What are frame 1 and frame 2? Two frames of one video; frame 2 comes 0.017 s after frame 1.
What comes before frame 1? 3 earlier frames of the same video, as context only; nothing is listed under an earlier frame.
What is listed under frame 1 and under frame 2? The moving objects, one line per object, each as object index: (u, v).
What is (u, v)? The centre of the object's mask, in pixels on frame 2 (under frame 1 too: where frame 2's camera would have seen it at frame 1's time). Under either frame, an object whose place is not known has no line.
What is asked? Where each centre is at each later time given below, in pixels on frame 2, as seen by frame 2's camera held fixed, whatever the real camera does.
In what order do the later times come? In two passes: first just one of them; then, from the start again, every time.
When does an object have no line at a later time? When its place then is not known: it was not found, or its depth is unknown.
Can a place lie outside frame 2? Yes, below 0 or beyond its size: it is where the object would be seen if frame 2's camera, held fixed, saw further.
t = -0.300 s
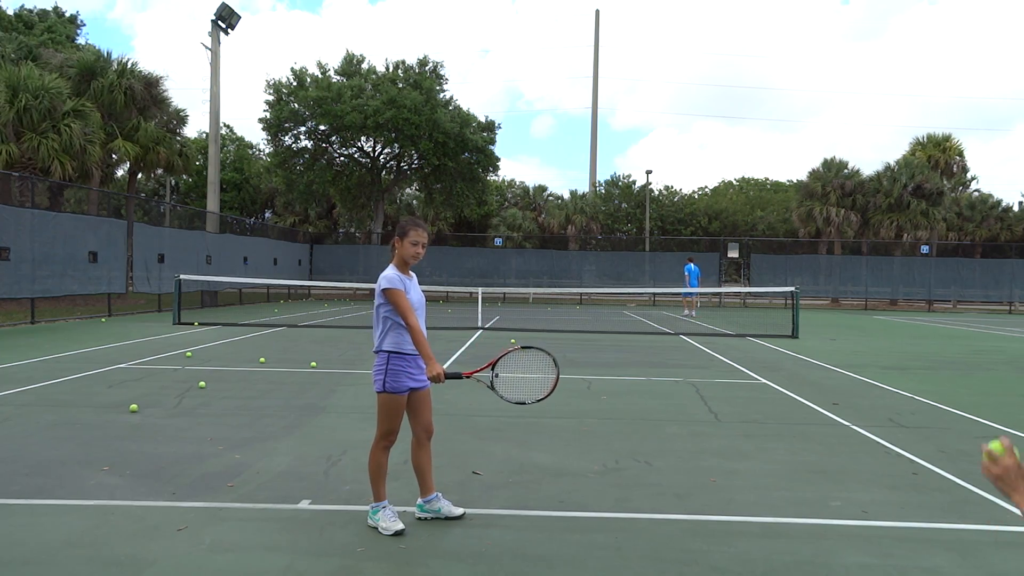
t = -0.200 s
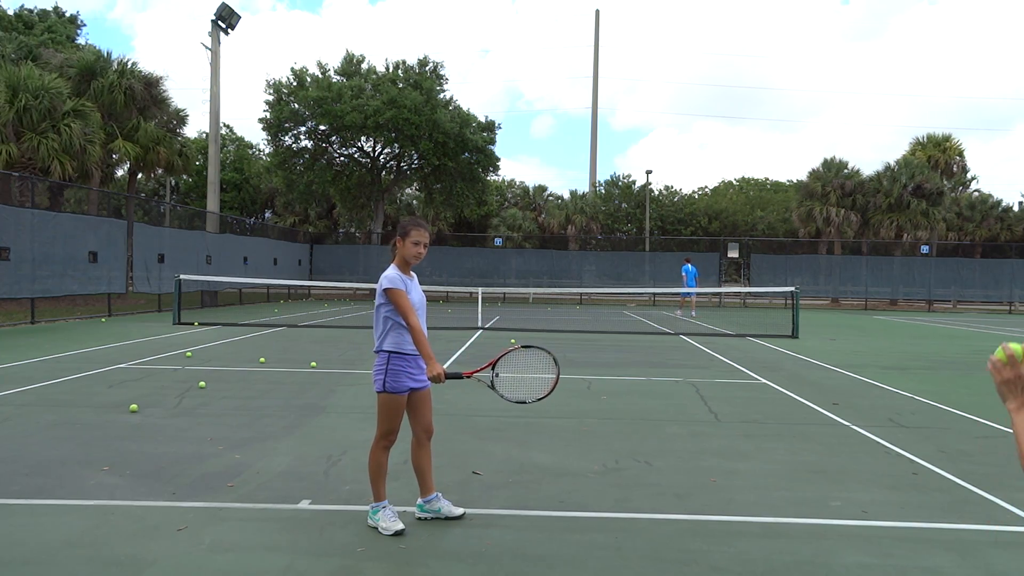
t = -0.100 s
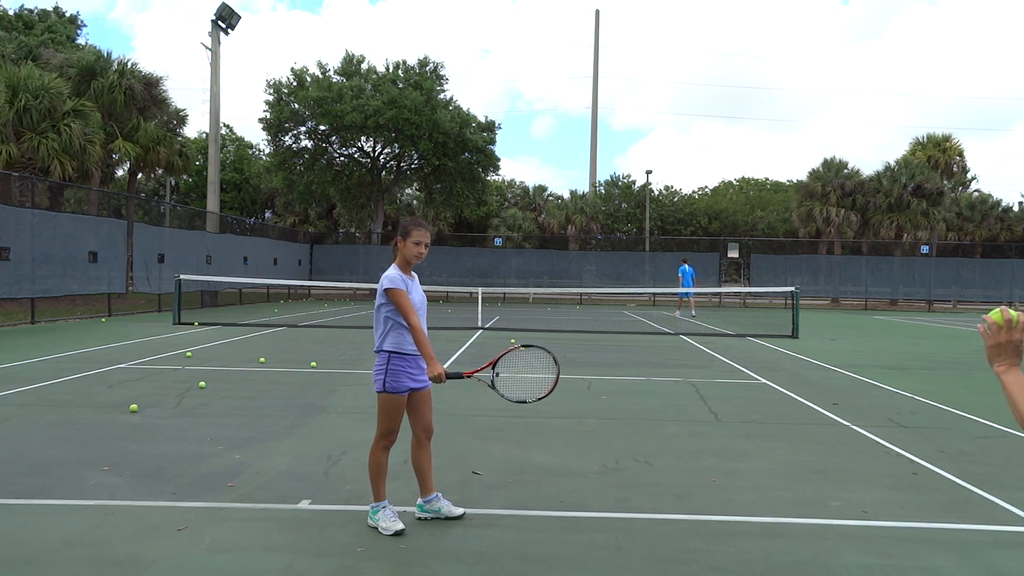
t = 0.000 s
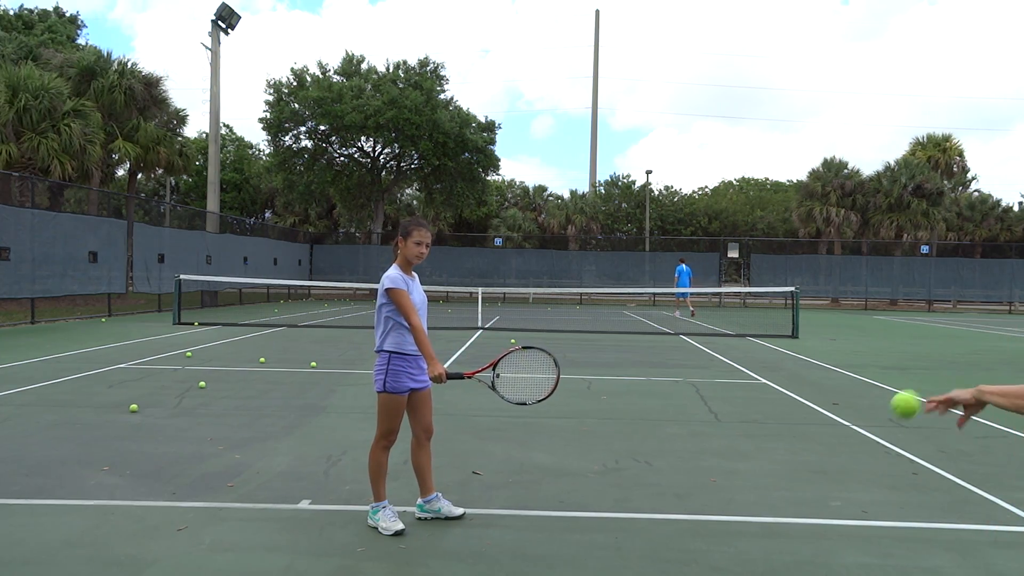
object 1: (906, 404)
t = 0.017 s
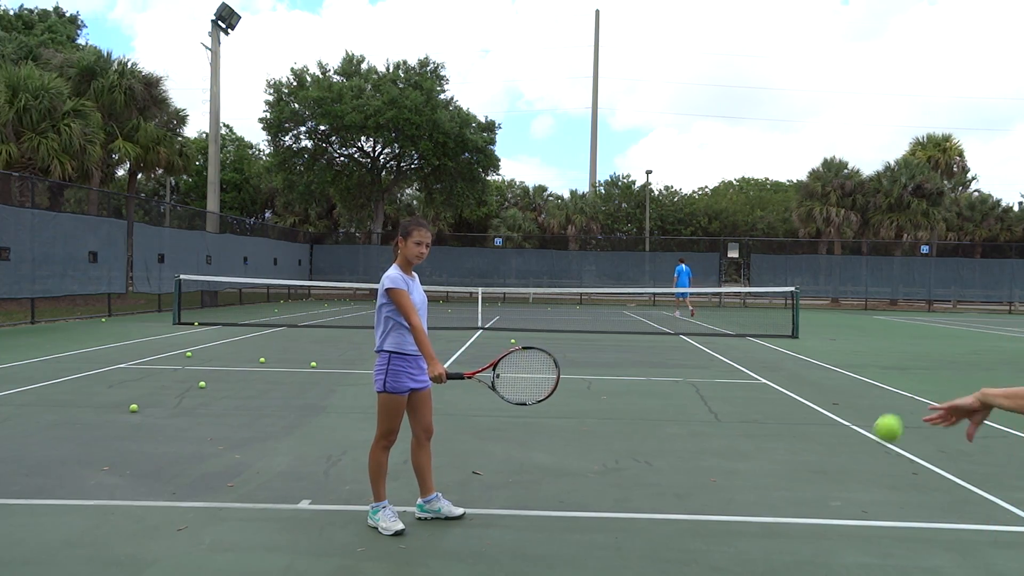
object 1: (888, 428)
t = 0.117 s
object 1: (797, 567)
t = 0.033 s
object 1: (870, 453)
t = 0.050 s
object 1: (855, 476)
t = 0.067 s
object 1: (839, 499)
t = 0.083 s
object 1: (824, 523)
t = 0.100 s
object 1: (810, 547)
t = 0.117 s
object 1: (797, 567)
